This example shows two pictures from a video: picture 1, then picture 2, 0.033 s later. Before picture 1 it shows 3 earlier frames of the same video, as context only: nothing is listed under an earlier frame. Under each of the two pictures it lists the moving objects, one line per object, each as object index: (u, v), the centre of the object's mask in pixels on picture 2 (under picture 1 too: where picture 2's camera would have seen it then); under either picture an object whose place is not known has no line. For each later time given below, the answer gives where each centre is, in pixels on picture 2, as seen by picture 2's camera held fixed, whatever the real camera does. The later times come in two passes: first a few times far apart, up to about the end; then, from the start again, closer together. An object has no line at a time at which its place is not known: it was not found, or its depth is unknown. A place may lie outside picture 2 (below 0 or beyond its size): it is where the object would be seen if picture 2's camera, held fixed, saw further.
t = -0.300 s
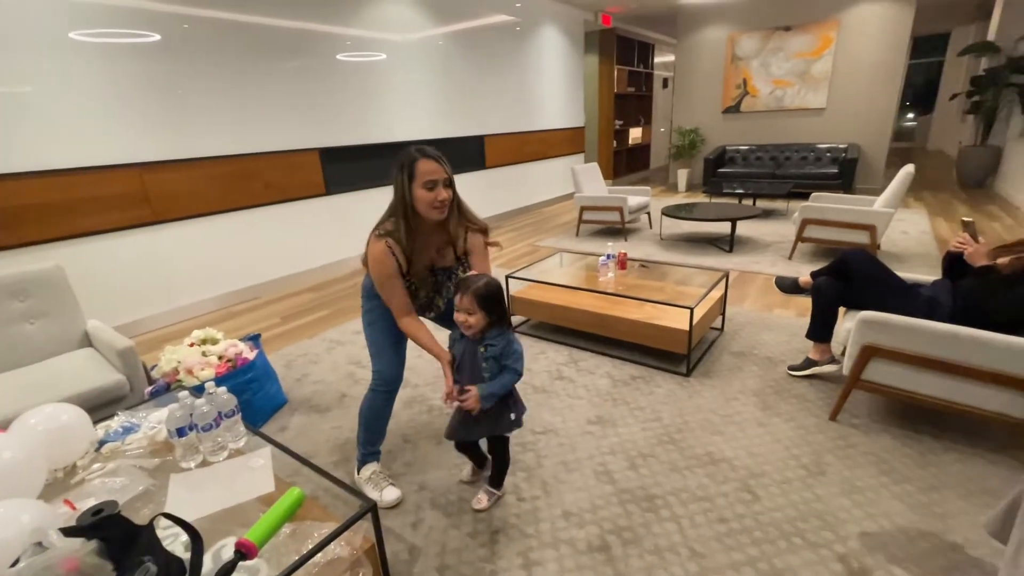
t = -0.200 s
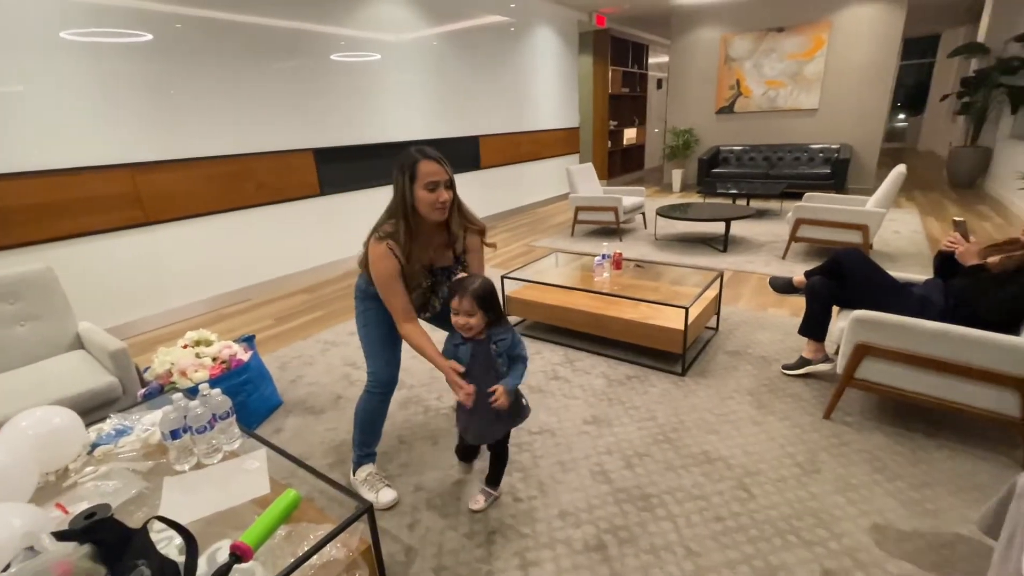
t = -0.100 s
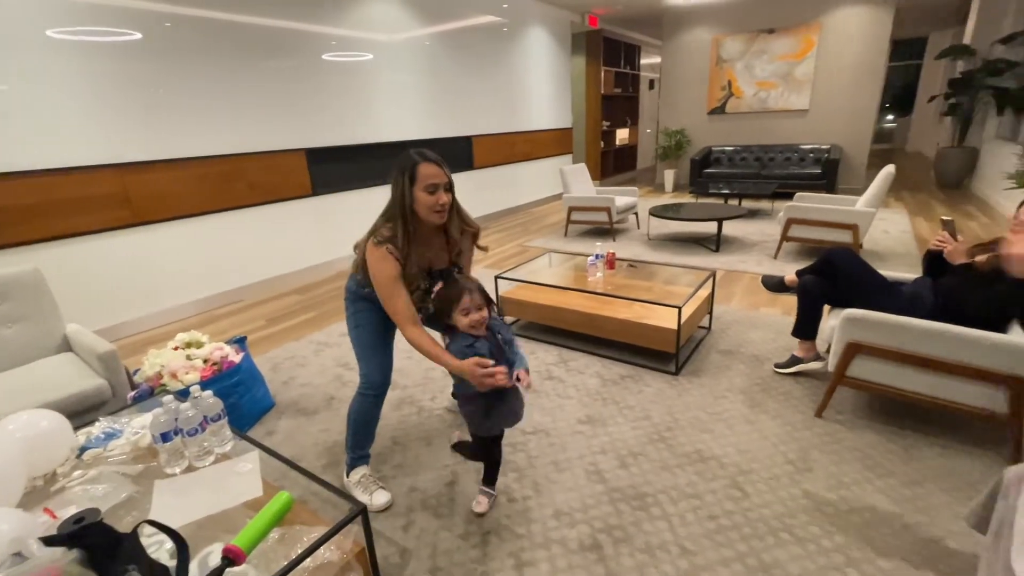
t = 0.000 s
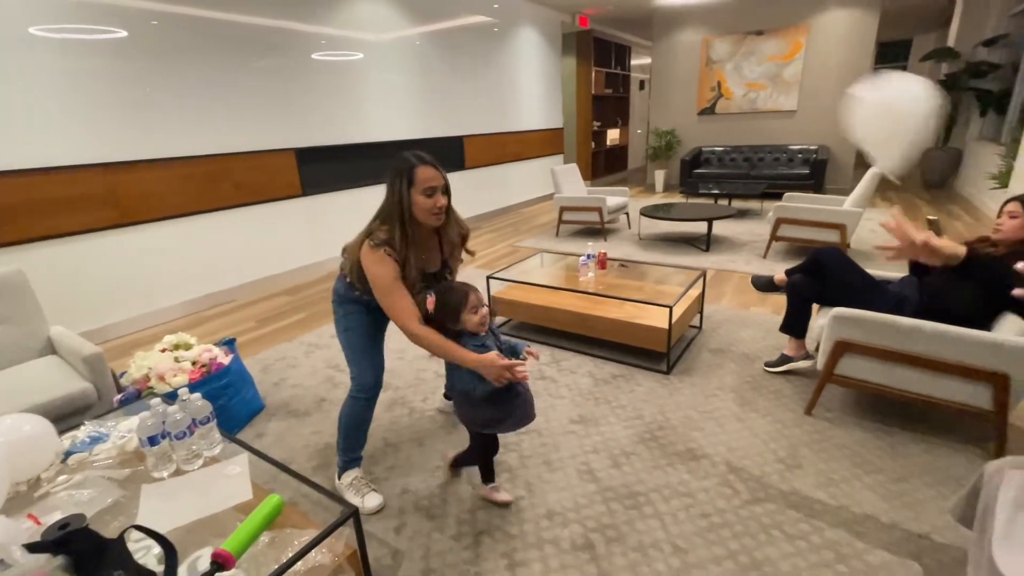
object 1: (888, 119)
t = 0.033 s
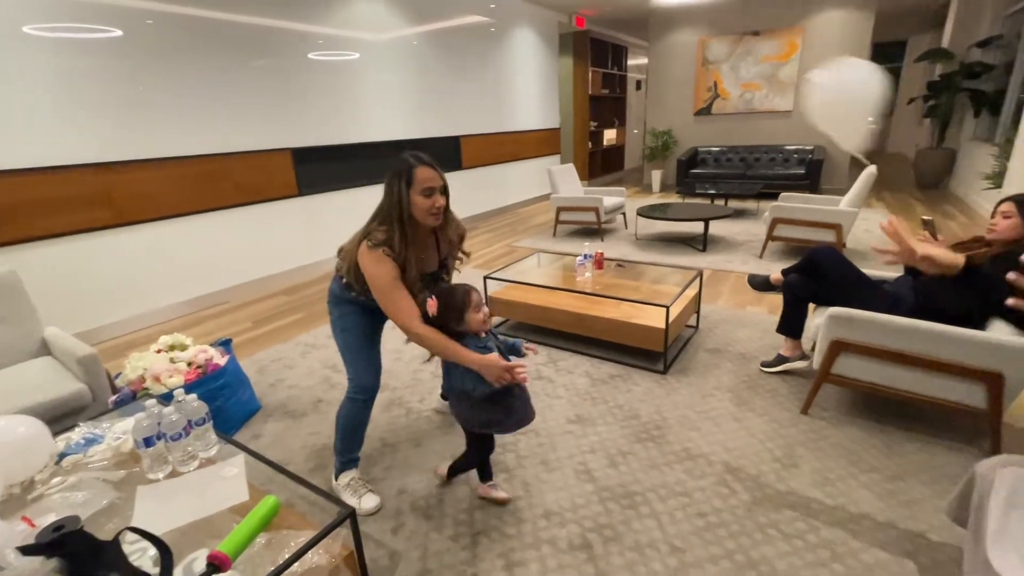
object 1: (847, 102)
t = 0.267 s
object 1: (738, 61)
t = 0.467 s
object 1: (715, 80)
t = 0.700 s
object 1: (703, 134)
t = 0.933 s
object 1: (685, 208)
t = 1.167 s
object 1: (660, 281)
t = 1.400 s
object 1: (636, 356)
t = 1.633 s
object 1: (634, 427)
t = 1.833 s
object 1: (645, 465)
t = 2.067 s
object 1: (663, 451)
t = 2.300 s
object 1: (674, 453)
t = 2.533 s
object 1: (686, 470)
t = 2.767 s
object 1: (696, 479)
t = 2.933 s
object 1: (699, 479)
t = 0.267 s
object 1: (738, 61)
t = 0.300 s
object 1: (732, 60)
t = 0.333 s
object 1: (727, 64)
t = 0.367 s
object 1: (723, 65)
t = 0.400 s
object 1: (720, 70)
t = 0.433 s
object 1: (717, 75)
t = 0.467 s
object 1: (715, 80)
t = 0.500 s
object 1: (713, 86)
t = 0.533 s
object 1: (711, 93)
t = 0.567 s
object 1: (710, 101)
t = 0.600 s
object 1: (708, 108)
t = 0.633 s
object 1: (707, 116)
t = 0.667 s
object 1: (705, 125)
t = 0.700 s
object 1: (703, 134)
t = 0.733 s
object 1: (701, 144)
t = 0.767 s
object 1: (699, 154)
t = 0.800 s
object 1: (697, 163)
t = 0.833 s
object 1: (694, 175)
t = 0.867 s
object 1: (691, 186)
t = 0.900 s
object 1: (689, 195)
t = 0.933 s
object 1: (685, 208)
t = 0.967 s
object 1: (682, 219)
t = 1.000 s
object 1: (679, 228)
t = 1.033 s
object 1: (676, 239)
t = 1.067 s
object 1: (671, 250)
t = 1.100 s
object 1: (668, 261)
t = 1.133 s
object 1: (663, 271)
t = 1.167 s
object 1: (660, 281)
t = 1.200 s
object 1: (656, 293)
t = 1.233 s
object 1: (652, 303)
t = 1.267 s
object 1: (648, 314)
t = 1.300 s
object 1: (645, 325)
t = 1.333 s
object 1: (642, 335)
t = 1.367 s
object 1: (639, 345)
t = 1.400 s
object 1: (636, 356)
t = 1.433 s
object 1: (635, 367)
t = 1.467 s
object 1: (633, 377)
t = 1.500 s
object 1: (632, 388)
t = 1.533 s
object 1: (633, 398)
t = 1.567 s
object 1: (633, 408)
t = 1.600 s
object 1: (634, 418)
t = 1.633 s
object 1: (634, 427)
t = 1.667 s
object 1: (635, 435)
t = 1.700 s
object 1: (636, 443)
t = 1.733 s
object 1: (638, 451)
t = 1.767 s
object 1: (640, 459)
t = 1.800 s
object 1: (641, 466)
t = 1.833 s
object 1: (645, 465)
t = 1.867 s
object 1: (648, 461)
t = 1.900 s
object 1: (651, 458)
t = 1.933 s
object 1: (654, 455)
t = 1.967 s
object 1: (656, 453)
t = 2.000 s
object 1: (658, 452)
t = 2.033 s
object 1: (660, 451)
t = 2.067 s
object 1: (663, 451)
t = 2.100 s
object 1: (664, 450)
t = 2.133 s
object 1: (666, 450)
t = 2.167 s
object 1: (668, 450)
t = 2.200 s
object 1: (670, 451)
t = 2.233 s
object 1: (671, 451)
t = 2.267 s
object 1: (673, 452)
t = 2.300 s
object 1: (674, 453)
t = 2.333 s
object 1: (676, 455)
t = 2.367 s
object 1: (678, 457)
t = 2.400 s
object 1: (679, 459)
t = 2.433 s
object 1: (681, 461)
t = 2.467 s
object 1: (683, 464)
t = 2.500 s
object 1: (685, 467)
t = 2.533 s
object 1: (686, 470)
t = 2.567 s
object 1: (688, 474)
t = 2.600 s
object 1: (690, 475)
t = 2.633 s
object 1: (691, 475)
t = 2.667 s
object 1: (692, 475)
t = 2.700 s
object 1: (693, 476)
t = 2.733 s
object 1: (695, 477)
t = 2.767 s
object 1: (696, 479)
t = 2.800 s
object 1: (696, 480)
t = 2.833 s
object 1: (697, 479)
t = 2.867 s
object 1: (698, 479)
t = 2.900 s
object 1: (698, 479)
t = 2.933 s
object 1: (699, 479)
